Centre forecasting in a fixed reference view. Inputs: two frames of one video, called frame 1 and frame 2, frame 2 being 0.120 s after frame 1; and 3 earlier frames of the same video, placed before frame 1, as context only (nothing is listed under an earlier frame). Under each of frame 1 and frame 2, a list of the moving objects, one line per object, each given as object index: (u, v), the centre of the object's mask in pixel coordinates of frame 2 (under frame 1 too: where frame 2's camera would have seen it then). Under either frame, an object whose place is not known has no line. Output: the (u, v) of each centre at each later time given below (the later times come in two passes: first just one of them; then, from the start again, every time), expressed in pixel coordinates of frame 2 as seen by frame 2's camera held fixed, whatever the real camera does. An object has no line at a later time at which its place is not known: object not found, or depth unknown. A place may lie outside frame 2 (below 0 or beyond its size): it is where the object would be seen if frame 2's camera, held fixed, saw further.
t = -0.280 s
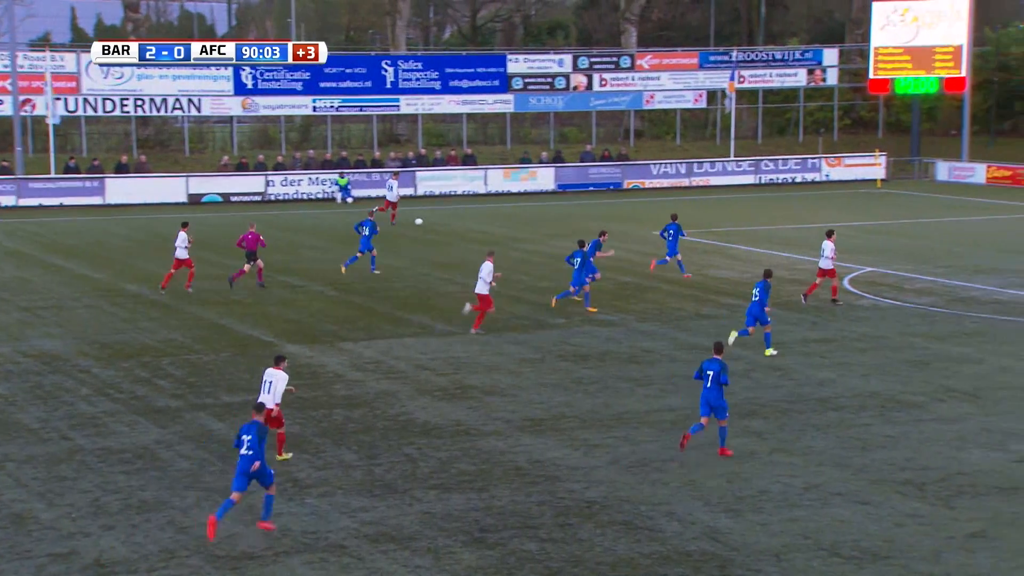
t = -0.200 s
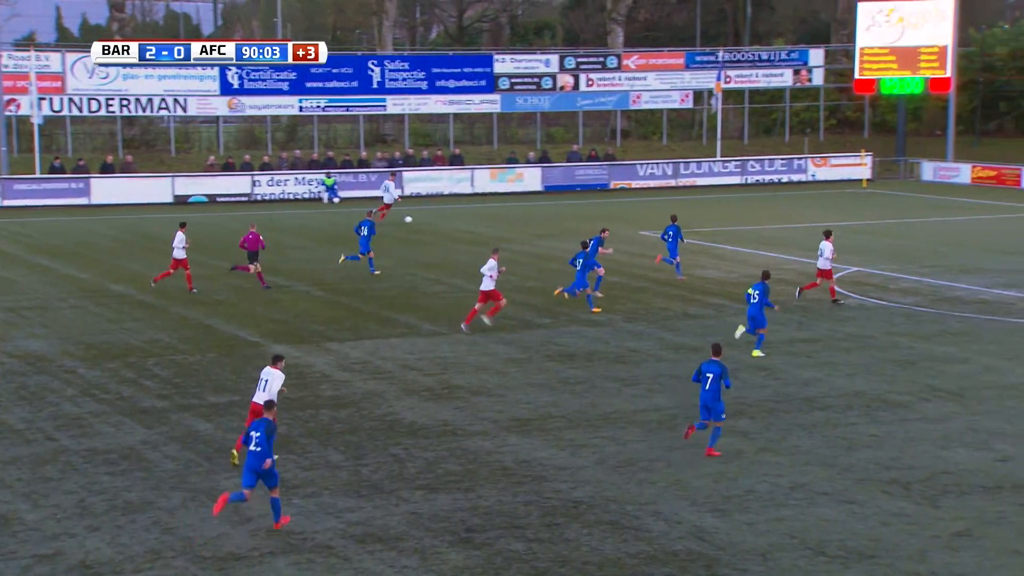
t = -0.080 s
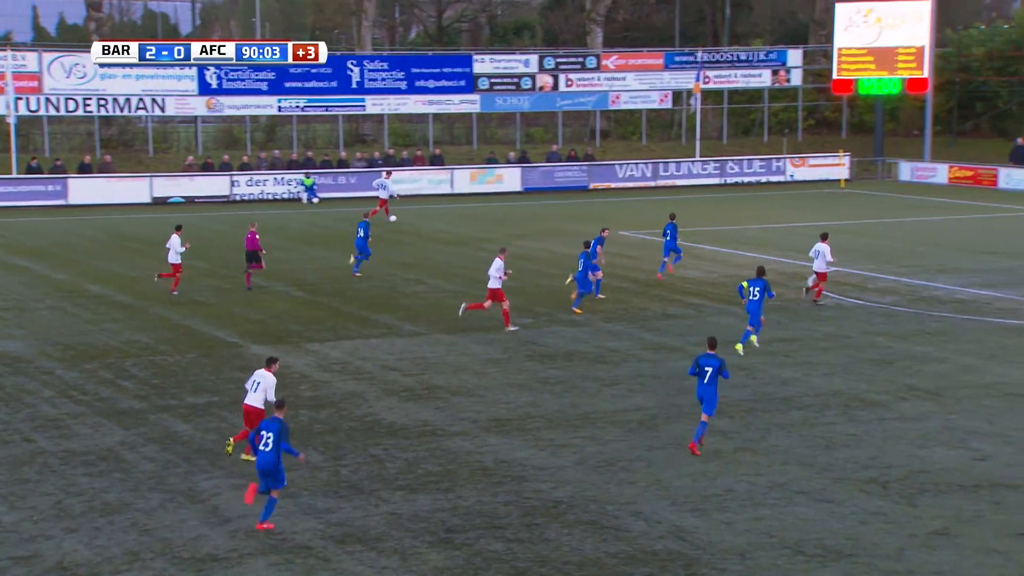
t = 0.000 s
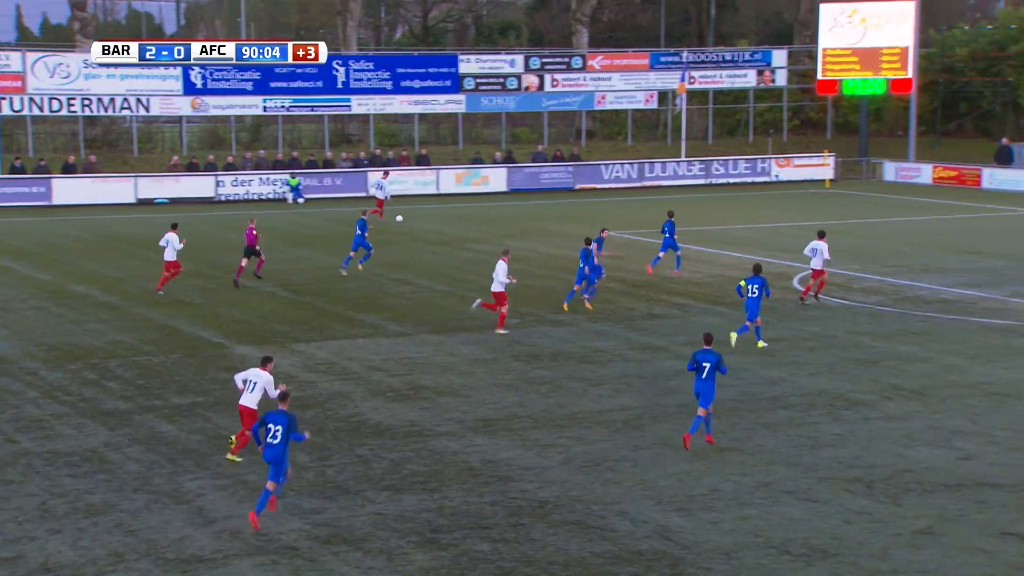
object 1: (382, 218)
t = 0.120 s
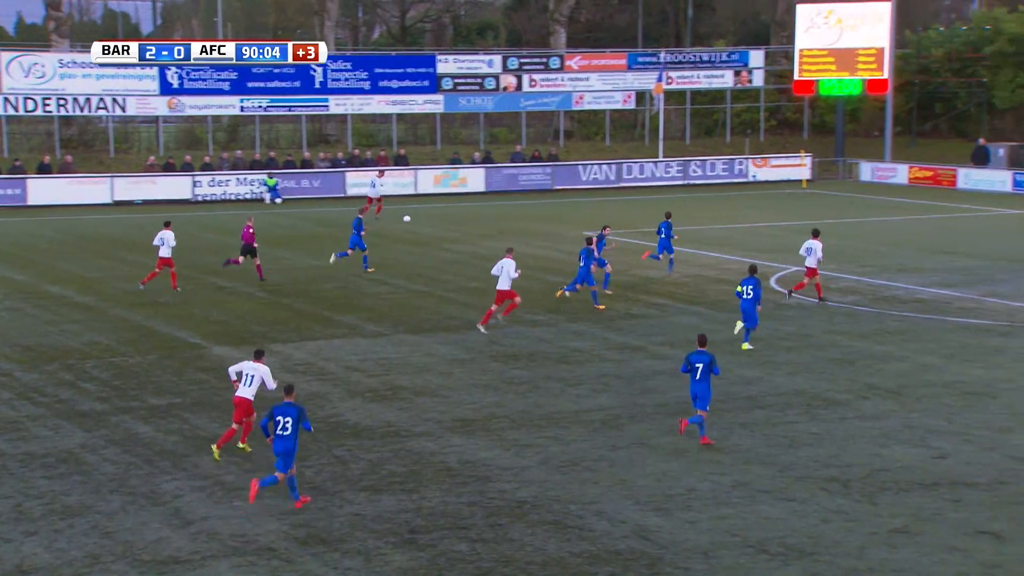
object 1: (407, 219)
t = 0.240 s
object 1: (430, 218)
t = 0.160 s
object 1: (414, 218)
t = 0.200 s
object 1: (422, 218)
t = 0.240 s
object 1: (430, 218)
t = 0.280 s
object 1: (436, 219)
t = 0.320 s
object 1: (442, 218)
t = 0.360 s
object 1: (449, 218)
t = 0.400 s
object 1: (455, 218)
